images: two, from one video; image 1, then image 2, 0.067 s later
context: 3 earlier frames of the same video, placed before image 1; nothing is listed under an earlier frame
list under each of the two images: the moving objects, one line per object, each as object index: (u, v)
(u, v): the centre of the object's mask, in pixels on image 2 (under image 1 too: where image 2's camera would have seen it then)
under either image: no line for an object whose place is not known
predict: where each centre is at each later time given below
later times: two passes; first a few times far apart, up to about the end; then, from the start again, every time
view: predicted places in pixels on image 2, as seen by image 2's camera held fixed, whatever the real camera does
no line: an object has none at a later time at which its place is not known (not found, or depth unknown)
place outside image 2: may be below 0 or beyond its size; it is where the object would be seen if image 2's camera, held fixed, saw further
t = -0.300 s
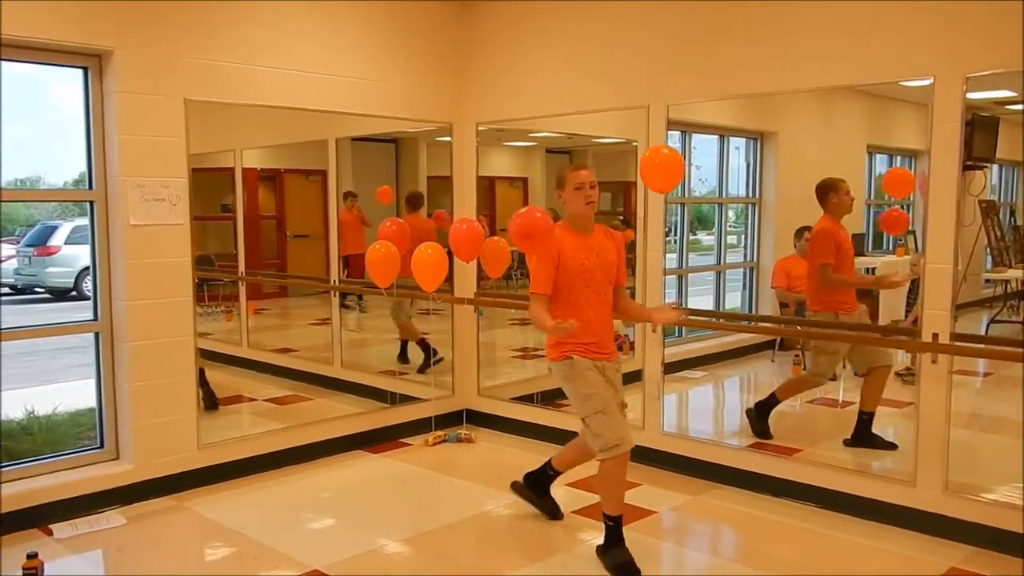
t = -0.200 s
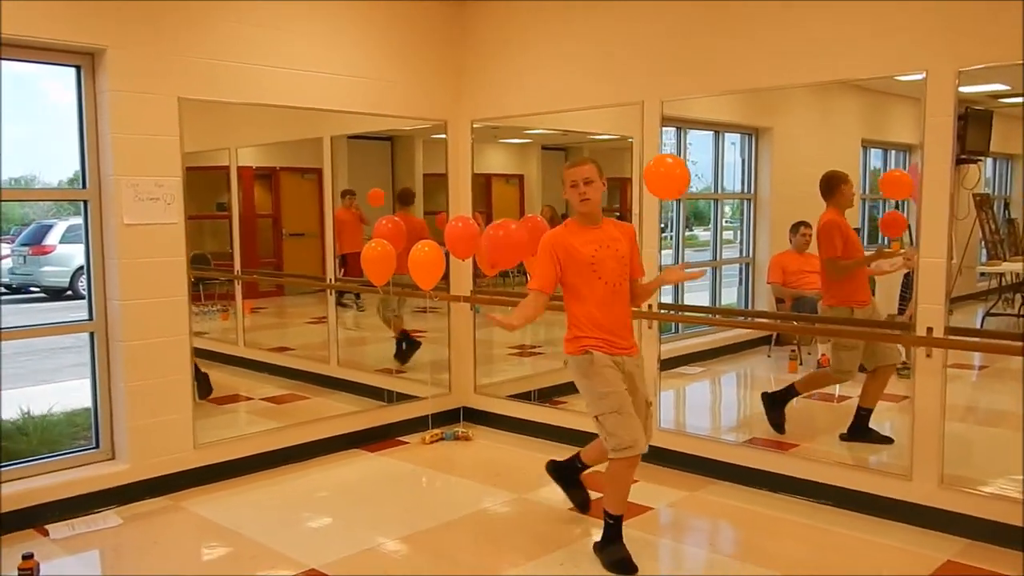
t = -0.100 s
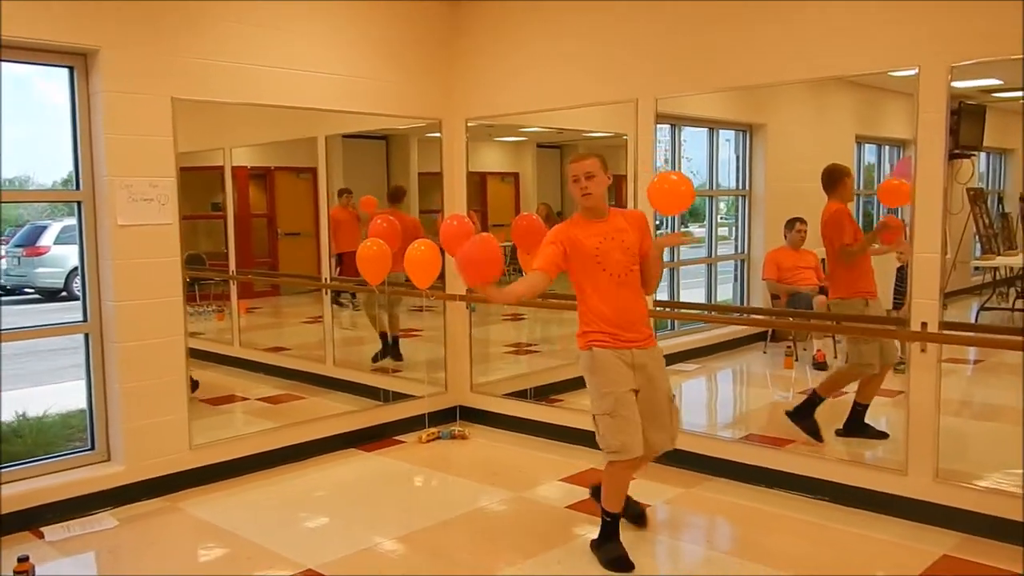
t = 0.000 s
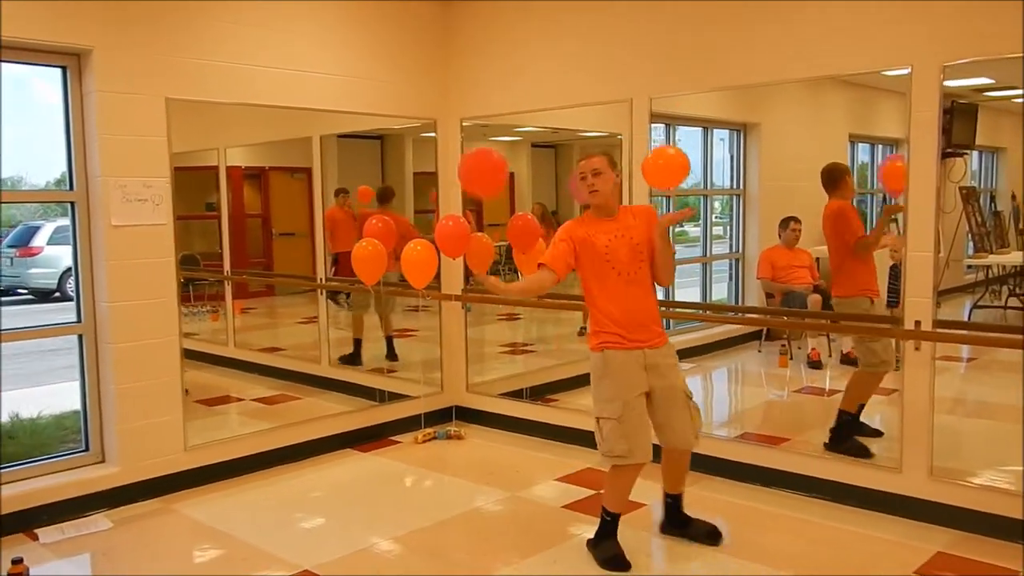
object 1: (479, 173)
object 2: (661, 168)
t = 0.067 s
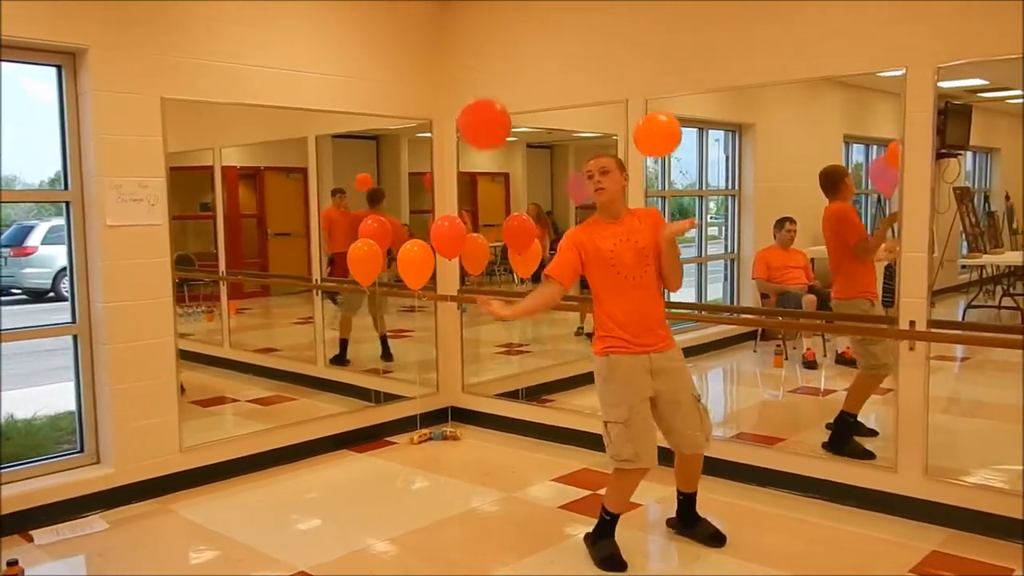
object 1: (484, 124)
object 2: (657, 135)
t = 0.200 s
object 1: (501, 58)
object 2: (653, 82)
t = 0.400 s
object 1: (531, 25)
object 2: (648, 44)
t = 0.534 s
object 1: (546, 32)
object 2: (643, 44)
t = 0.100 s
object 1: (488, 103)
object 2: (656, 120)
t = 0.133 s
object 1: (492, 86)
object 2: (655, 106)
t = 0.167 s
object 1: (496, 71)
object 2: (653, 94)
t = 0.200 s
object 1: (501, 58)
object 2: (653, 82)
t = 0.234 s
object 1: (506, 48)
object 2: (652, 72)
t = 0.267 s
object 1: (512, 40)
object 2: (651, 64)
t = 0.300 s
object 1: (517, 34)
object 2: (650, 57)
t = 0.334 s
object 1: (522, 29)
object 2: (649, 51)
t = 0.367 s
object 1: (527, 27)
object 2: (648, 47)
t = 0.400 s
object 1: (531, 25)
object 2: (648, 44)
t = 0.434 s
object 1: (535, 25)
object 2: (646, 42)
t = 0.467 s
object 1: (538, 26)
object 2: (645, 42)
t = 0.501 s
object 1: (542, 29)
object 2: (644, 42)
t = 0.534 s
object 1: (546, 32)
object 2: (643, 44)
